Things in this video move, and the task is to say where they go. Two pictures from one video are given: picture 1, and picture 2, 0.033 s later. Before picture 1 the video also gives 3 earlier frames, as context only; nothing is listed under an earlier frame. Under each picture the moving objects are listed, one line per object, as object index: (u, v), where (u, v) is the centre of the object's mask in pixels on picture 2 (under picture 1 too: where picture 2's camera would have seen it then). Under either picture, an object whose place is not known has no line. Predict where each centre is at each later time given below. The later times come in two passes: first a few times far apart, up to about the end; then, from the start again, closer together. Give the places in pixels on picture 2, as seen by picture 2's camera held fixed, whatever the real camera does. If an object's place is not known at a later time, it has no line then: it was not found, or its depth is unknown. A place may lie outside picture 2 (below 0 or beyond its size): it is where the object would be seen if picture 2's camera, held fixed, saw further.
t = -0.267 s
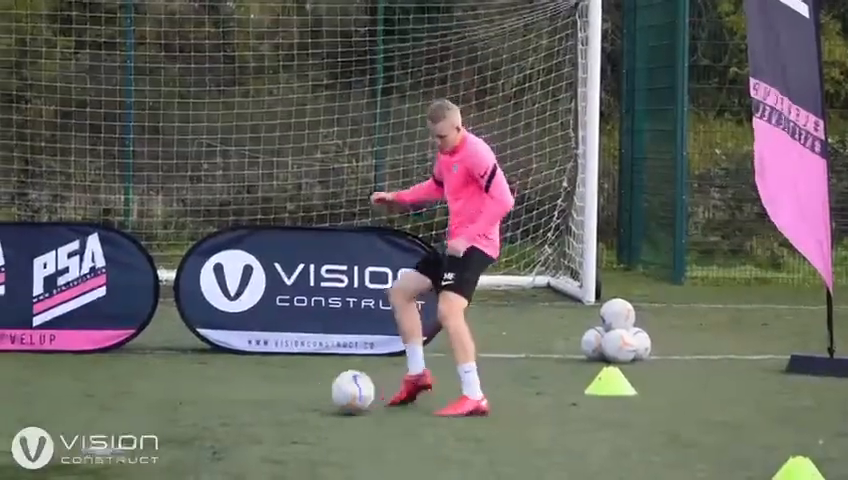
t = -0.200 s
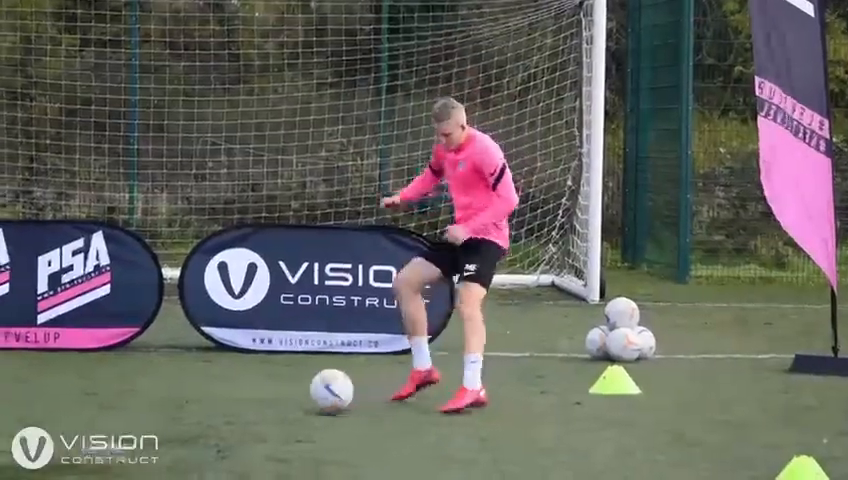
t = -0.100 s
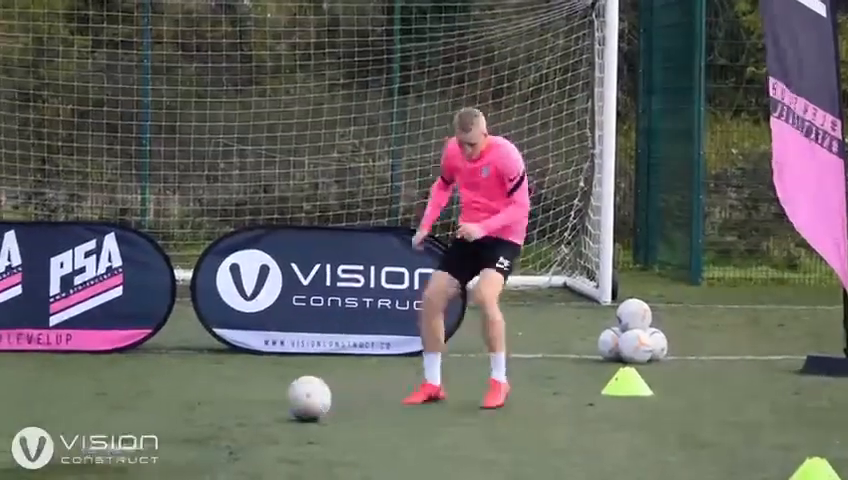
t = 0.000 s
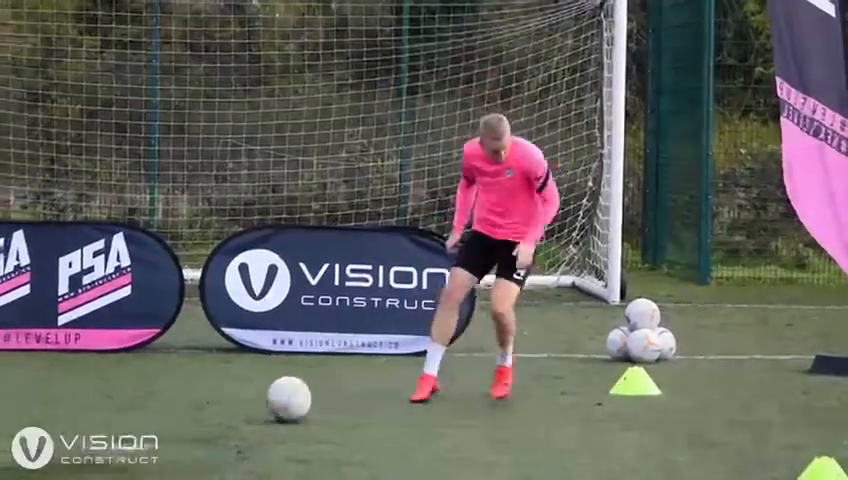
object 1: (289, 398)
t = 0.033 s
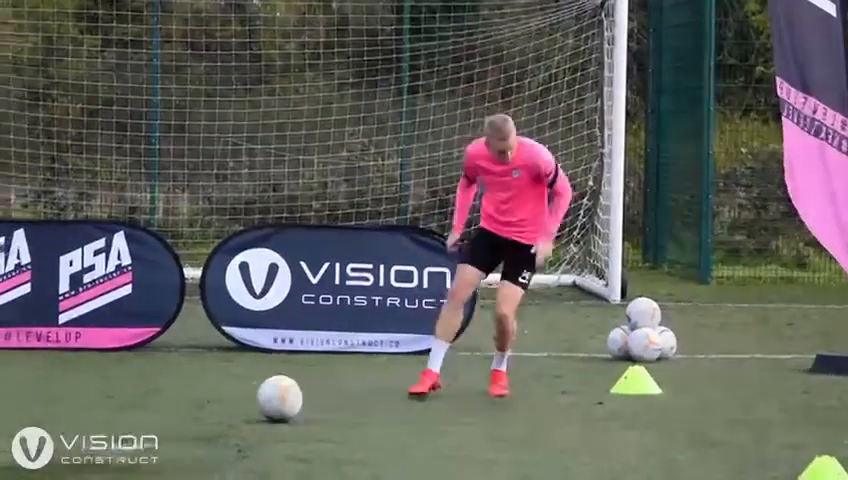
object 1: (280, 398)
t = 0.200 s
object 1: (231, 402)
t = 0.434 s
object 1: (165, 408)
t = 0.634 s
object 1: (111, 413)
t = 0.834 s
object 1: (57, 418)
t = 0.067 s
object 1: (269, 398)
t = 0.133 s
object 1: (250, 401)
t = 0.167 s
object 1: (239, 401)
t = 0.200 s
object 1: (231, 402)
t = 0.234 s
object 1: (221, 402)
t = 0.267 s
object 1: (212, 405)
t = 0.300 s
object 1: (202, 404)
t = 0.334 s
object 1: (194, 405)
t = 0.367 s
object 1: (183, 406)
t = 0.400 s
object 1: (173, 408)
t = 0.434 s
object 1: (165, 408)
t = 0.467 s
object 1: (156, 409)
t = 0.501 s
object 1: (147, 409)
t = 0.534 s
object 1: (138, 411)
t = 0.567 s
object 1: (129, 412)
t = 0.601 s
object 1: (120, 413)
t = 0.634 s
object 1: (111, 413)
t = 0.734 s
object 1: (83, 418)
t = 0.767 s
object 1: (74, 418)
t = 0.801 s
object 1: (66, 418)
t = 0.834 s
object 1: (57, 418)
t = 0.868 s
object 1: (45, 417)
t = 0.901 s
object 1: (37, 420)
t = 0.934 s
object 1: (28, 420)
